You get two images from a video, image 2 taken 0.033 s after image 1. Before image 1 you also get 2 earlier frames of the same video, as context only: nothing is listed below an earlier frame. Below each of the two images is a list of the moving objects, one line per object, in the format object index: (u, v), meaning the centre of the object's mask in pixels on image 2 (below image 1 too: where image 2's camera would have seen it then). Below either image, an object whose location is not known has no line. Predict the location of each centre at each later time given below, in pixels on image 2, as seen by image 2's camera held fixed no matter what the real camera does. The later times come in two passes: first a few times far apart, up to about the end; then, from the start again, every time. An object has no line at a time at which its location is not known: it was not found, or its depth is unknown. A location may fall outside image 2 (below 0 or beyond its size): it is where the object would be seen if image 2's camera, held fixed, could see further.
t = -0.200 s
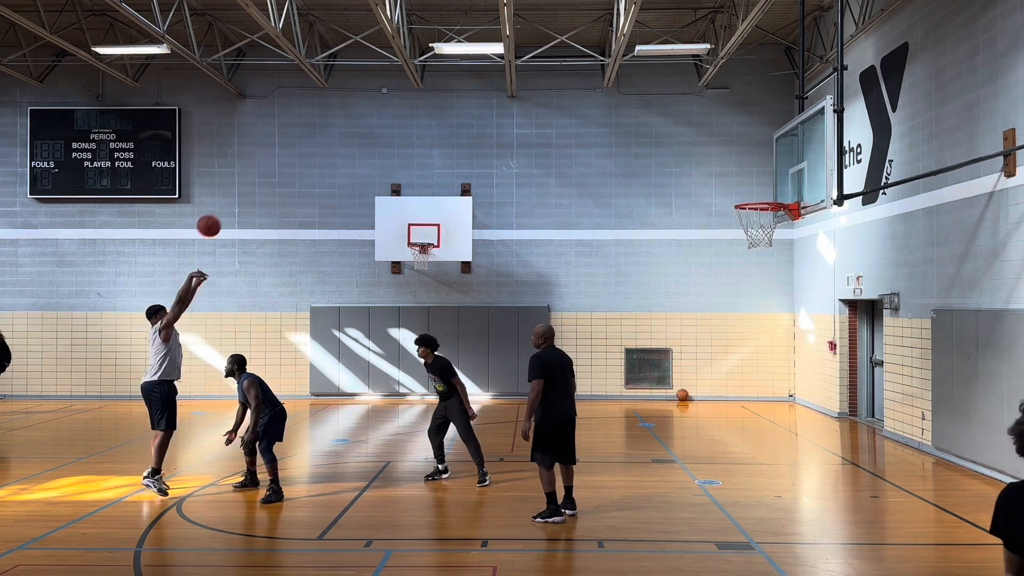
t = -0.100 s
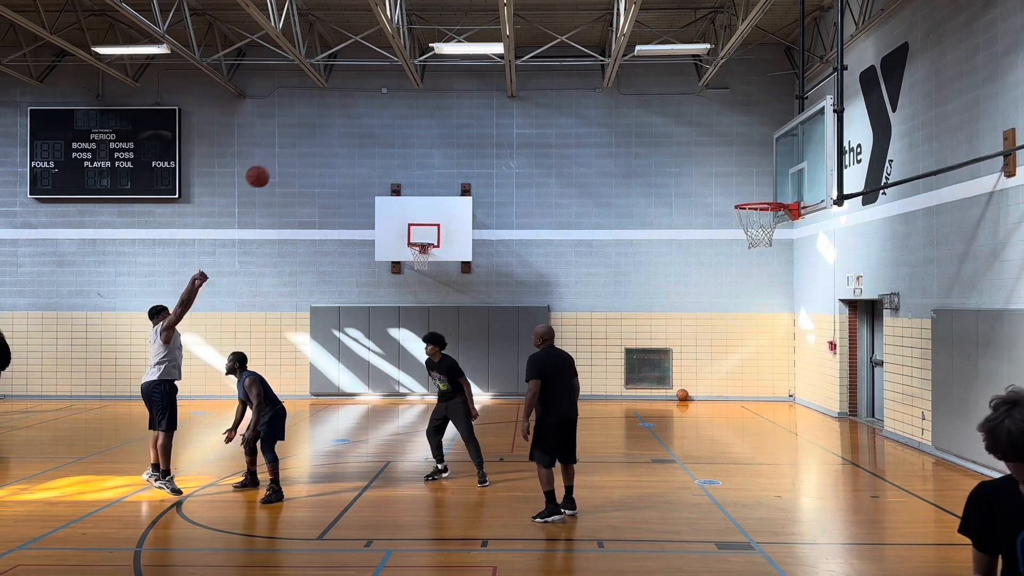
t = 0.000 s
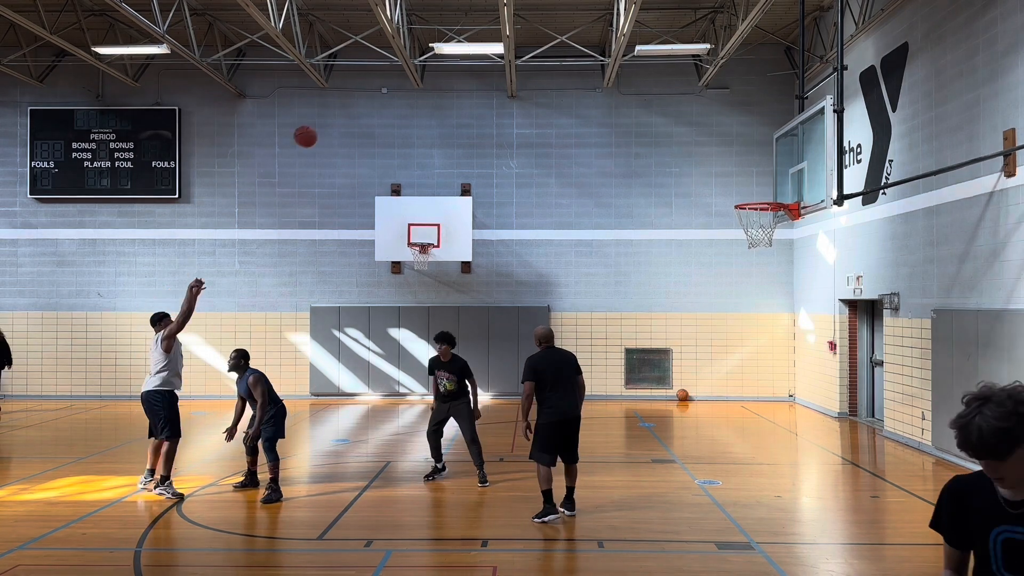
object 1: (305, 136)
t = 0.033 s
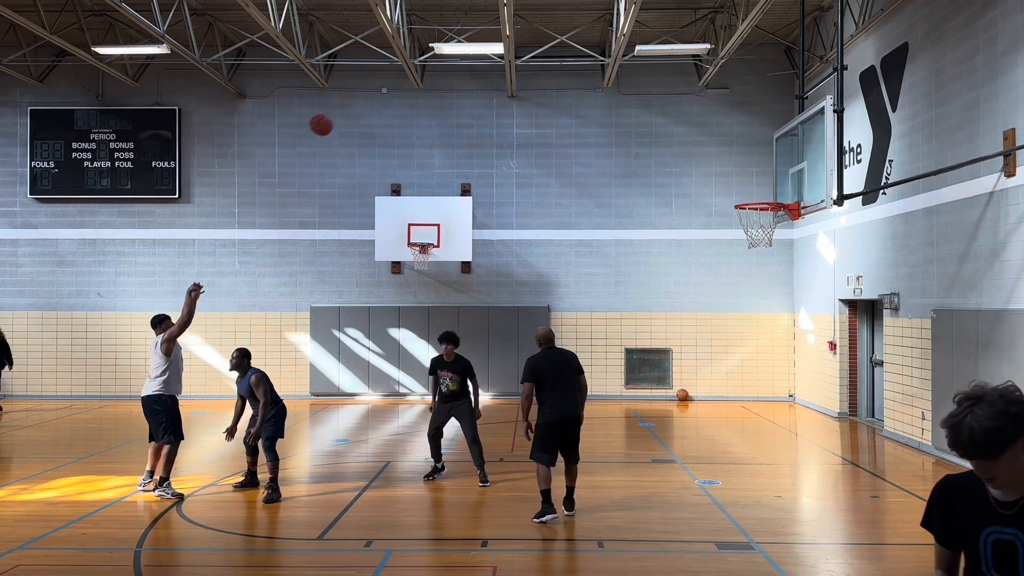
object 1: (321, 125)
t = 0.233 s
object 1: (415, 76)
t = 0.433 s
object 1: (509, 62)
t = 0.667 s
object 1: (617, 91)
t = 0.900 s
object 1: (727, 167)
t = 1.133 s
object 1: (779, 247)
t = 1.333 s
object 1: (782, 311)
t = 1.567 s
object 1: (787, 423)
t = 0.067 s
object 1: (337, 114)
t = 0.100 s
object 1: (353, 105)
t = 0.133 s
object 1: (369, 96)
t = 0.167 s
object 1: (384, 88)
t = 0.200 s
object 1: (399, 81)
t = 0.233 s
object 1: (415, 76)
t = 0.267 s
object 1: (431, 71)
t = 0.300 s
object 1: (447, 67)
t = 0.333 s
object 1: (462, 64)
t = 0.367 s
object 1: (477, 62)
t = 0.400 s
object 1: (493, 62)
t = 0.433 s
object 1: (509, 62)
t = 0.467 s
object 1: (524, 63)
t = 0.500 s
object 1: (540, 65)
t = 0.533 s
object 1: (555, 67)
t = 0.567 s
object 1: (570, 72)
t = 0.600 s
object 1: (586, 78)
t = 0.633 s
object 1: (601, 83)
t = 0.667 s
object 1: (617, 91)
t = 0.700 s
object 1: (633, 98)
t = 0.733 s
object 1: (648, 108)
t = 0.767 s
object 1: (664, 118)
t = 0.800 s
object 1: (680, 129)
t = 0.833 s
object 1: (695, 141)
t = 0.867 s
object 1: (711, 154)
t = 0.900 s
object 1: (727, 167)
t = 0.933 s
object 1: (743, 182)
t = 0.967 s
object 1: (759, 196)
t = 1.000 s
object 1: (771, 216)
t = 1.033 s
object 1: (777, 227)
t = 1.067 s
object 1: (779, 233)
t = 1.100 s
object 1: (779, 240)
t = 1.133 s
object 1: (779, 247)
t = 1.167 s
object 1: (780, 255)
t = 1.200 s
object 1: (780, 265)
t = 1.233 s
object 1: (780, 275)
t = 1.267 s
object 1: (781, 286)
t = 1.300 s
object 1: (781, 298)
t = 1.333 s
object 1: (782, 311)
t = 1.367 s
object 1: (782, 324)
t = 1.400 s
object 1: (783, 339)
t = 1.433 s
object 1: (784, 354)
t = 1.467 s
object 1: (785, 370)
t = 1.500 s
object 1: (785, 387)
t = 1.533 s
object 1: (786, 404)
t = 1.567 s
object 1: (787, 423)
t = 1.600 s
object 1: (788, 441)
